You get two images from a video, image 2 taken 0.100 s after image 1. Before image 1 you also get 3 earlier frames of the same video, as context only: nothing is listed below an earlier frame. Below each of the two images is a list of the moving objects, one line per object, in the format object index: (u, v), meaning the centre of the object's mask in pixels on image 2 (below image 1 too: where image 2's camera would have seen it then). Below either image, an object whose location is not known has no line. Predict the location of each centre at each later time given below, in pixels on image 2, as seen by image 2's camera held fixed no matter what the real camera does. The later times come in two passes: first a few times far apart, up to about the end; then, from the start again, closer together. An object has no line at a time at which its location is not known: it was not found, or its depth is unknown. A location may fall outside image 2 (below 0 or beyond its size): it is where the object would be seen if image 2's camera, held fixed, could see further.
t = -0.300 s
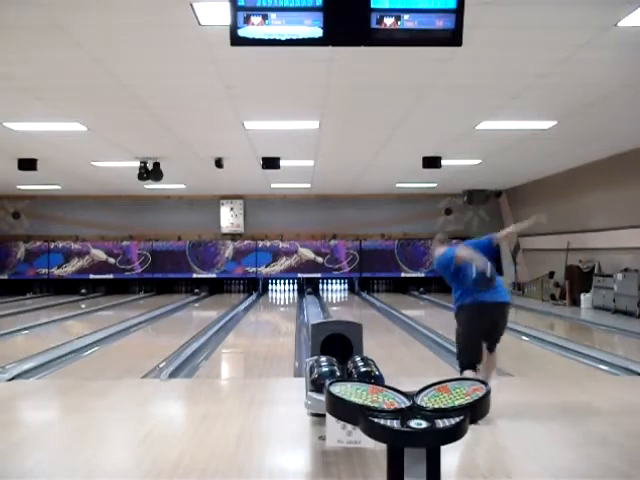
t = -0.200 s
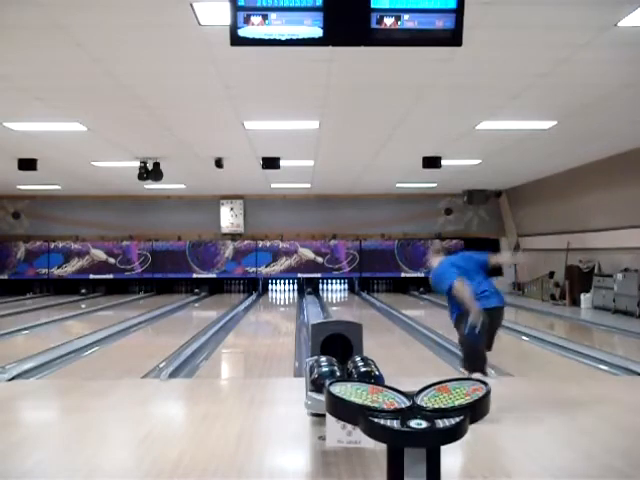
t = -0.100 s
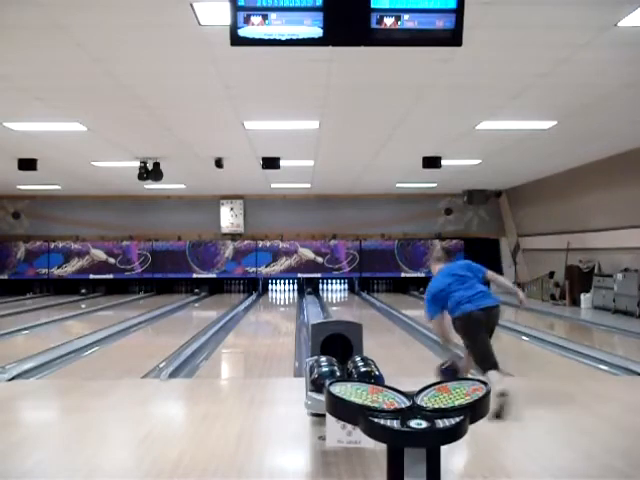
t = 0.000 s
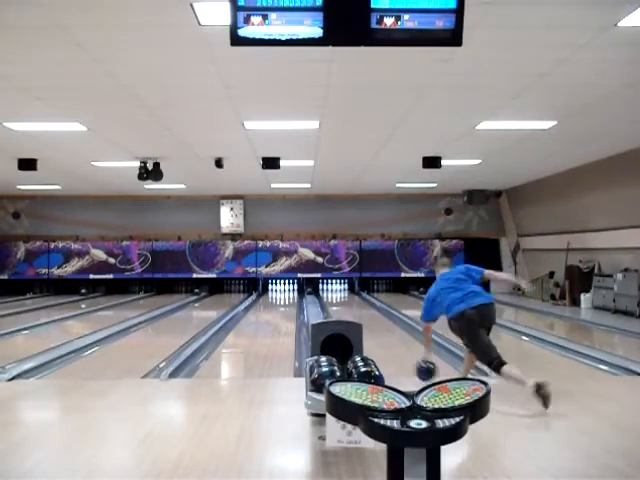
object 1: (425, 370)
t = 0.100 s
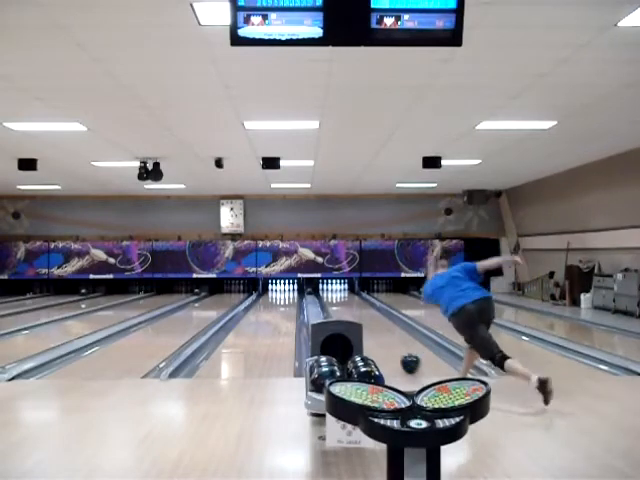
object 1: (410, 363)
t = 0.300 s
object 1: (387, 345)
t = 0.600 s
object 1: (366, 327)
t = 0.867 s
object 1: (352, 315)
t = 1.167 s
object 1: (341, 307)
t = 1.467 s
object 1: (334, 301)
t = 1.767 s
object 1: (330, 296)
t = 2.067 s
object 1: (330, 291)
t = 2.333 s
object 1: (330, 289)
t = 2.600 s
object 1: (331, 288)
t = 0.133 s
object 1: (406, 360)
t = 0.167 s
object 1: (401, 356)
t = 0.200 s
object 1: (398, 354)
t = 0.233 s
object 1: (394, 351)
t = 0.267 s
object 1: (390, 348)
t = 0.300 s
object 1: (387, 345)
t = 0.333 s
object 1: (384, 343)
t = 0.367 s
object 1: (381, 340)
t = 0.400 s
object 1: (378, 338)
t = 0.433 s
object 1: (376, 336)
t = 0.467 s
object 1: (373, 334)
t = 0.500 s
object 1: (371, 332)
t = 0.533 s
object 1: (369, 330)
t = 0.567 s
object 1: (368, 329)
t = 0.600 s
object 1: (366, 327)
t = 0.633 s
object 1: (364, 325)
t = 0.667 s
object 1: (362, 322)
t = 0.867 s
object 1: (352, 315)
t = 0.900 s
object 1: (350, 315)
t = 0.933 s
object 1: (349, 314)
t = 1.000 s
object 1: (346, 312)
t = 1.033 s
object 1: (345, 311)
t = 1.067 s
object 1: (344, 310)
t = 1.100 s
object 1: (343, 309)
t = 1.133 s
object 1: (342, 308)
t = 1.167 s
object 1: (341, 307)
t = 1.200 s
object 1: (340, 307)
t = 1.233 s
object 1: (339, 306)
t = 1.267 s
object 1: (338, 305)
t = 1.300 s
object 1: (338, 305)
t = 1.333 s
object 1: (337, 303)
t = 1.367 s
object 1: (336, 303)
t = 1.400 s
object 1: (336, 302)
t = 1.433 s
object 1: (335, 301)
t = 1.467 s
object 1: (334, 301)
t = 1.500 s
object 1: (333, 300)
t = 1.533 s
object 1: (333, 300)
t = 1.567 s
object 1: (332, 299)
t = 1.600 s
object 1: (332, 298)
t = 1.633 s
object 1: (332, 298)
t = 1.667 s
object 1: (332, 298)
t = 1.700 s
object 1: (331, 297)
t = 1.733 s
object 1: (331, 297)
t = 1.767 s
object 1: (330, 296)
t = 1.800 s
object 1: (330, 295)
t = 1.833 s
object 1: (330, 295)
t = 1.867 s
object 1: (330, 294)
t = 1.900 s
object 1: (330, 294)
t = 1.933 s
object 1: (330, 293)
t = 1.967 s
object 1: (330, 293)
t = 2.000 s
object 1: (329, 293)
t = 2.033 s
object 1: (330, 292)
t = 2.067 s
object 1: (330, 291)
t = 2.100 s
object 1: (330, 291)
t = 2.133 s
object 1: (329, 291)
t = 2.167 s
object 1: (330, 290)
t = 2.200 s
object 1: (329, 291)
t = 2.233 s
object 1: (329, 290)
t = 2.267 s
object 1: (330, 290)
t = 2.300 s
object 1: (330, 290)
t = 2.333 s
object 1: (330, 289)
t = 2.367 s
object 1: (330, 290)
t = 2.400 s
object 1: (330, 290)
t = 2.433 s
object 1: (331, 290)
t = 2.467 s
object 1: (331, 290)
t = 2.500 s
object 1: (332, 288)
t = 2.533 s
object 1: (331, 288)
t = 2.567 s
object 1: (332, 287)
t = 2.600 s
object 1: (331, 288)
